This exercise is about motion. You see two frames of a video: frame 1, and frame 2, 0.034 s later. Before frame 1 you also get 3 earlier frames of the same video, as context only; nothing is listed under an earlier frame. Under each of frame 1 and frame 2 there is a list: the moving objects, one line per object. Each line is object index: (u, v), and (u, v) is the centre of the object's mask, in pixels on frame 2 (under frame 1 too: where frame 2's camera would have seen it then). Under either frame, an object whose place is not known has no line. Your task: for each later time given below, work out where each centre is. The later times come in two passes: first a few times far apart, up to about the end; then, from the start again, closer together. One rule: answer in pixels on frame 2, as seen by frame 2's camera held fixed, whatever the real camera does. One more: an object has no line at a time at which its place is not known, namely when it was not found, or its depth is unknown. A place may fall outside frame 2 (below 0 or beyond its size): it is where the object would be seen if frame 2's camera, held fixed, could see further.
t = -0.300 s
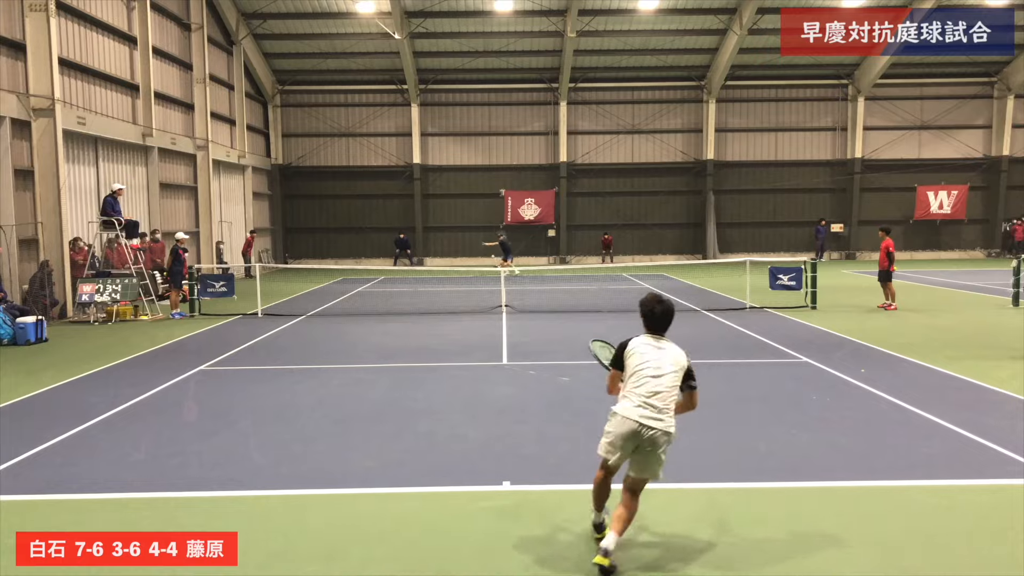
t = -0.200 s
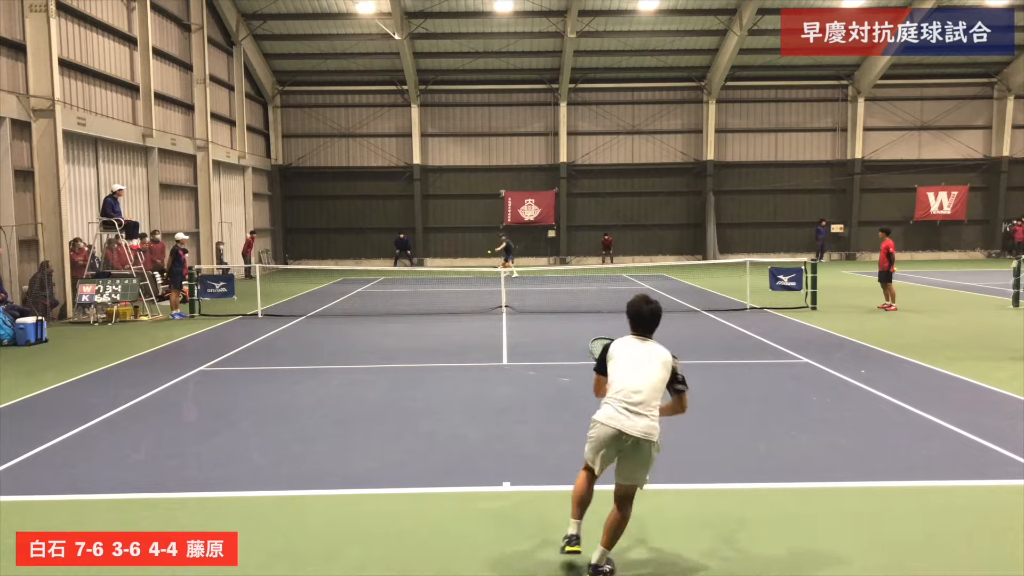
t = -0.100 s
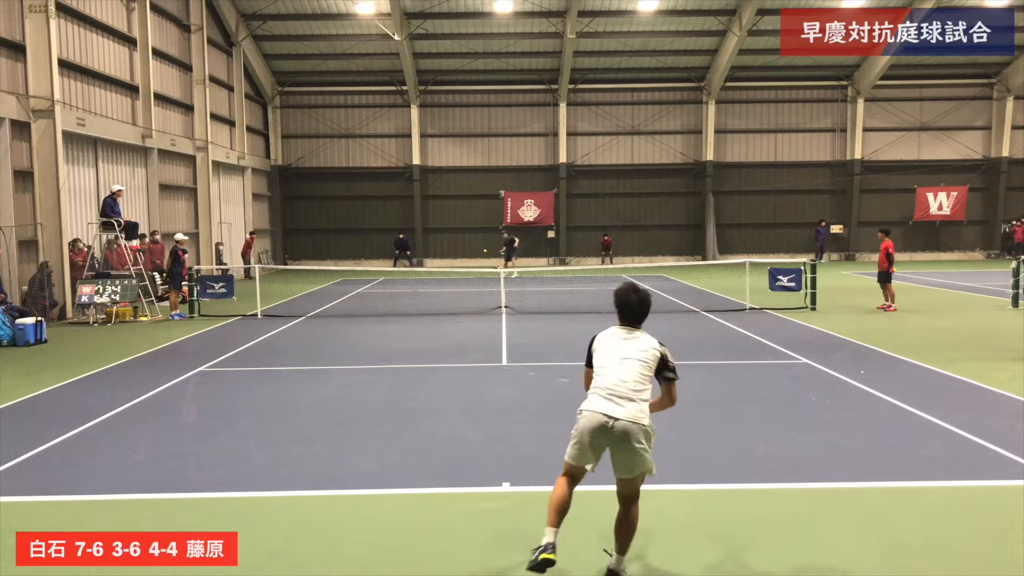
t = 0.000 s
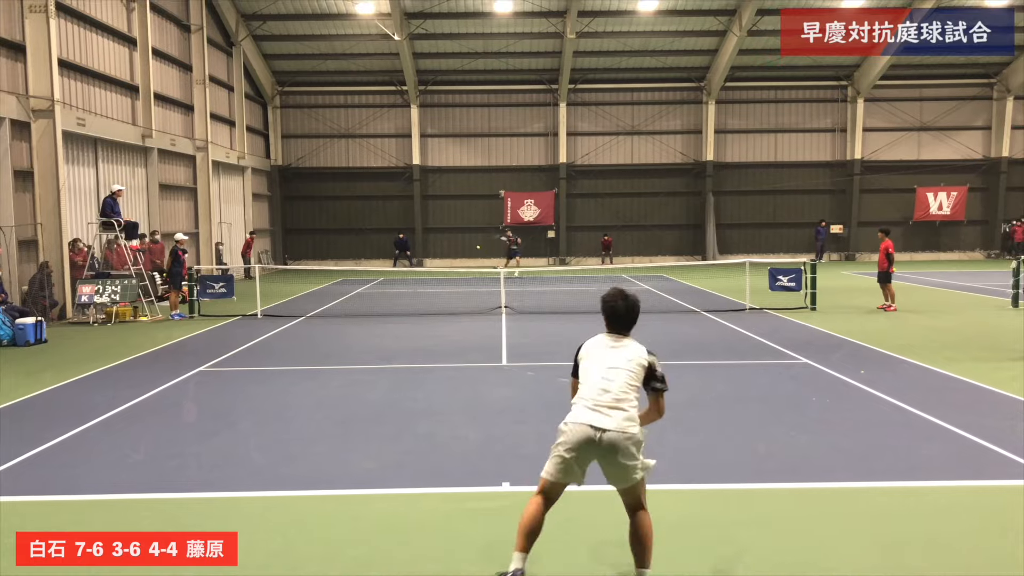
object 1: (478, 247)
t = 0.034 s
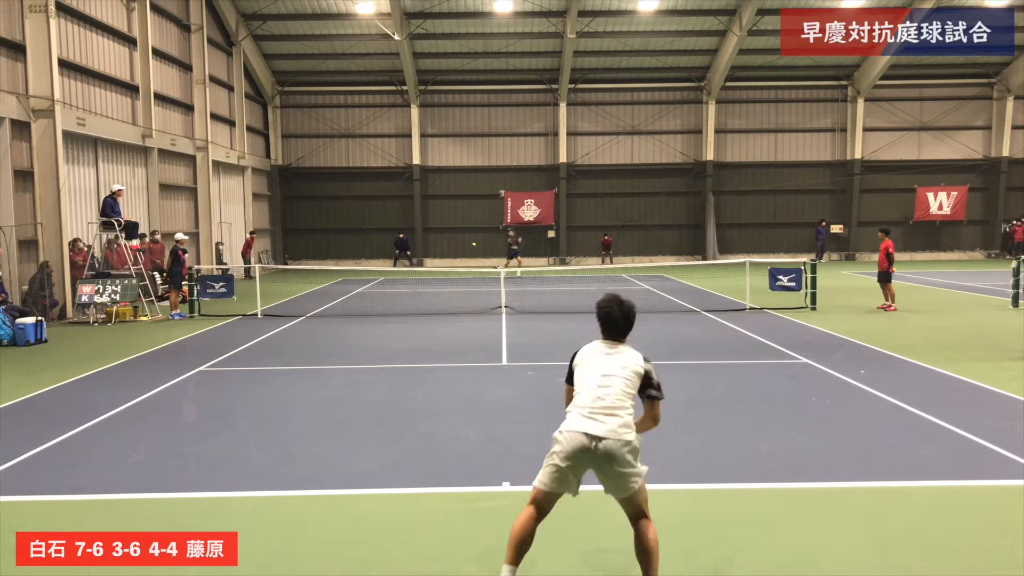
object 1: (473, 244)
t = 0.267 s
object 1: (434, 239)
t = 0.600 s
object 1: (317, 319)
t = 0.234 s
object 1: (441, 238)
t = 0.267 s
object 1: (434, 239)
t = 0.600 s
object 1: (317, 319)
